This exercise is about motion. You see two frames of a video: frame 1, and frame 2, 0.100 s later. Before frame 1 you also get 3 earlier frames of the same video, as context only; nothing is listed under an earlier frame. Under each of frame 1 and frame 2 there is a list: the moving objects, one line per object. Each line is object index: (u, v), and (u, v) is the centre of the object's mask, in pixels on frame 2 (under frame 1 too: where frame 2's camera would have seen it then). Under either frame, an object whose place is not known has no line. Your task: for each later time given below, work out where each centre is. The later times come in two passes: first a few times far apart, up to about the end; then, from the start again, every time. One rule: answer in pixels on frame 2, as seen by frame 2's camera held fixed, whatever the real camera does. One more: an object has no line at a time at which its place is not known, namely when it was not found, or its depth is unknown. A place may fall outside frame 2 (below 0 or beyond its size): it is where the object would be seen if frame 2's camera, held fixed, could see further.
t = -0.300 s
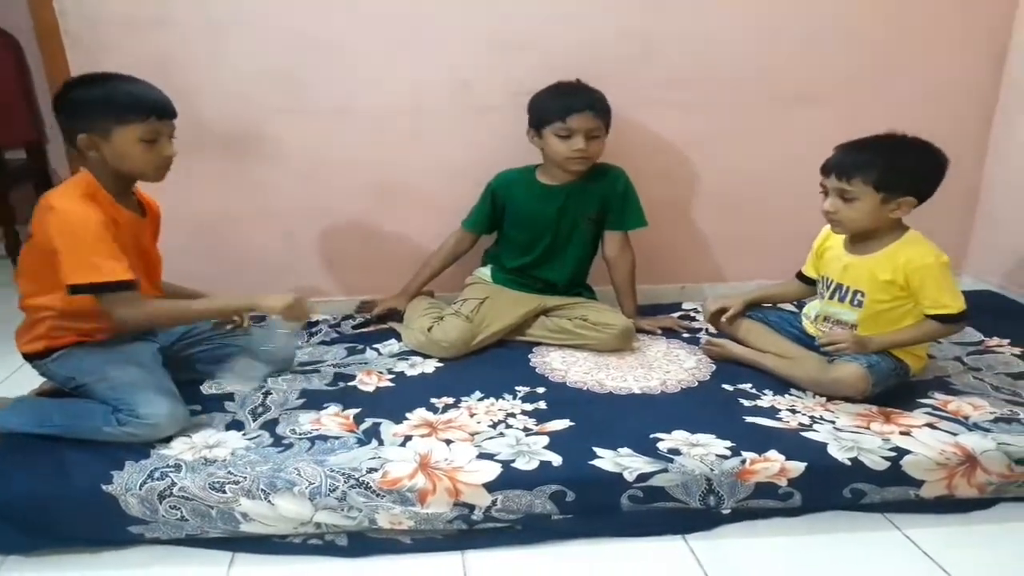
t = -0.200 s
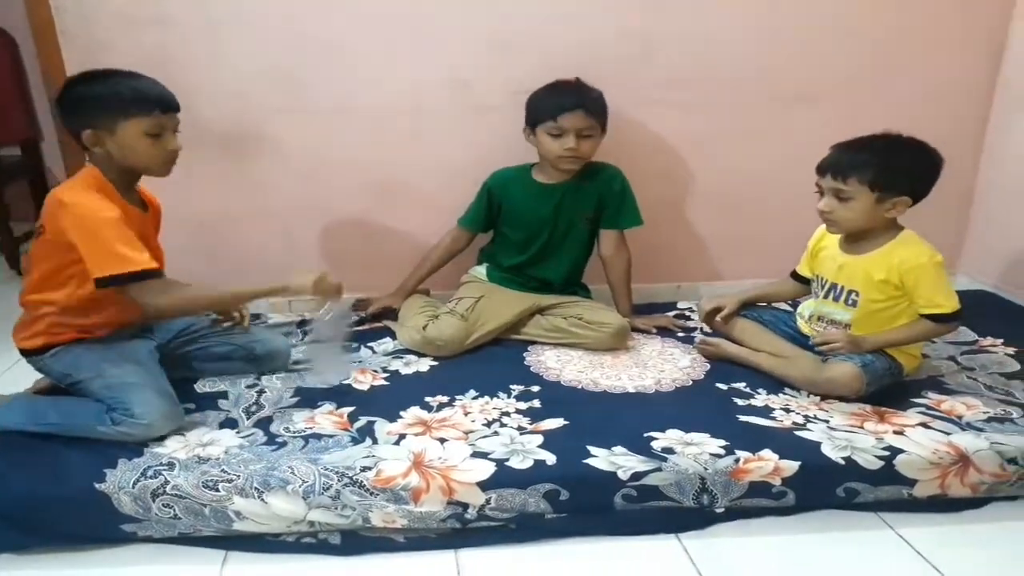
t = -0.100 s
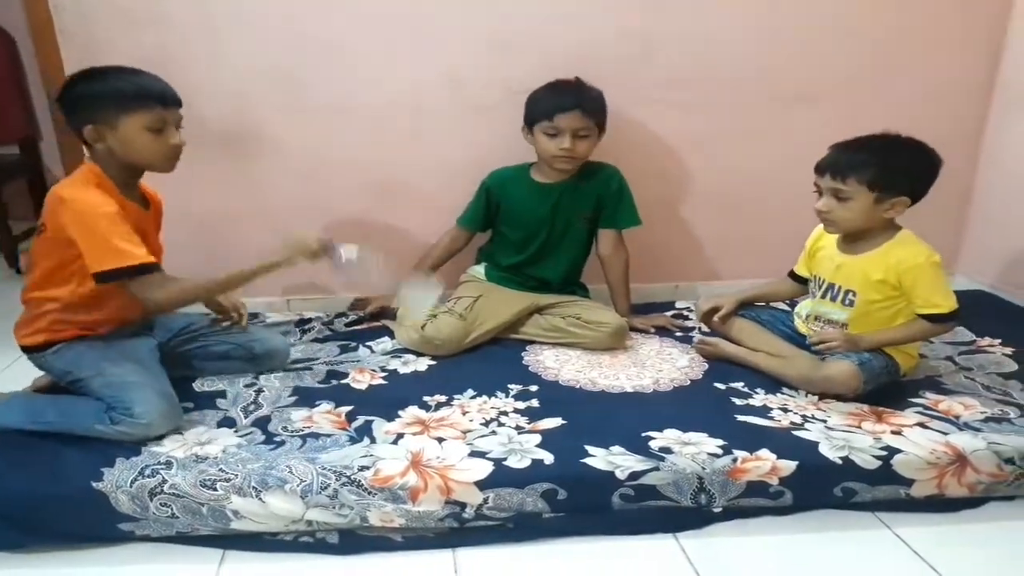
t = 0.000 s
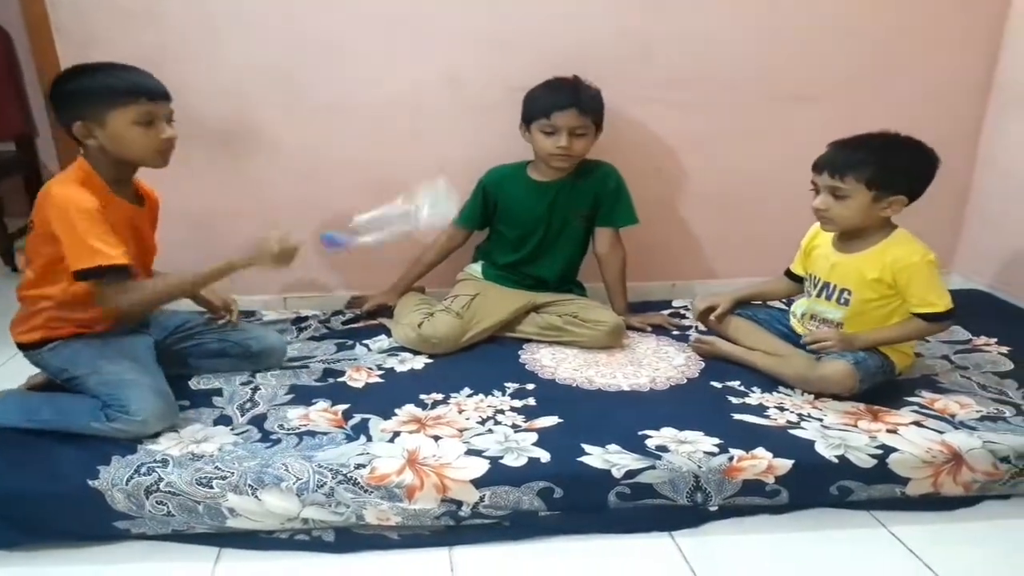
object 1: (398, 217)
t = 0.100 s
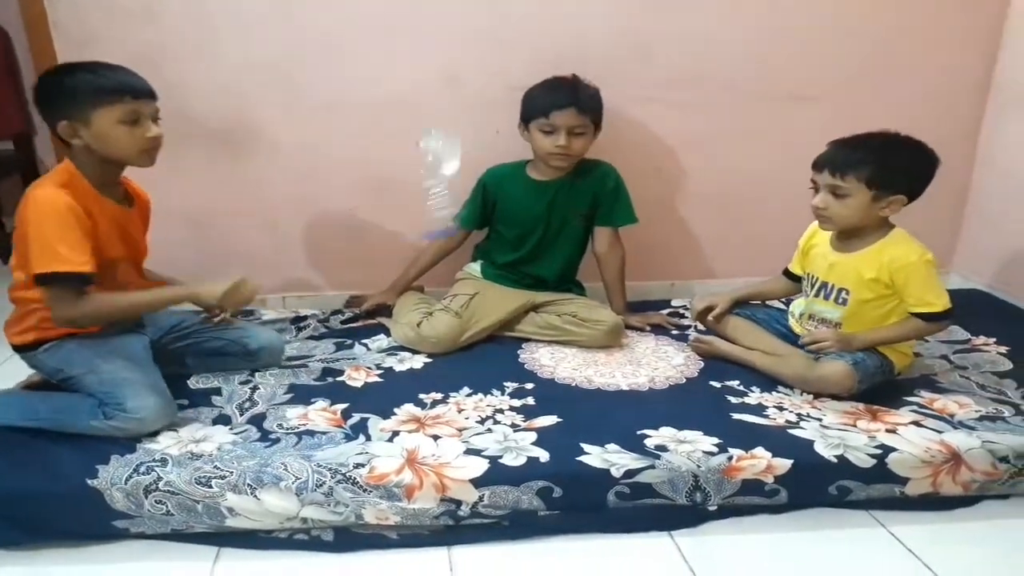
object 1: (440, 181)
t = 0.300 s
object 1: (499, 188)
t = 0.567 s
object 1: (514, 347)
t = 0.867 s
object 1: (512, 346)
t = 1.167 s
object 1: (514, 347)
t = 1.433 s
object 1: (513, 348)
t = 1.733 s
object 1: (513, 348)
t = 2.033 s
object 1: (513, 348)
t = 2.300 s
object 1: (514, 348)
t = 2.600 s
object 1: (514, 348)
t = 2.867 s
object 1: (513, 348)
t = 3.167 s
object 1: (513, 348)
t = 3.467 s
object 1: (514, 349)
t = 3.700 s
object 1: (514, 348)
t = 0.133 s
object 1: (459, 175)
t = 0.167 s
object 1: (470, 166)
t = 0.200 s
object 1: (483, 163)
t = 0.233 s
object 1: (489, 164)
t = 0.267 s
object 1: (496, 173)
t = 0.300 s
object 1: (499, 188)
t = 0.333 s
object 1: (502, 207)
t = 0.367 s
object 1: (506, 232)
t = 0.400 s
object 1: (508, 265)
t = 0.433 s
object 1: (511, 305)
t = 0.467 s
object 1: (512, 344)
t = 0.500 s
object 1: (514, 346)
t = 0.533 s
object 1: (513, 346)
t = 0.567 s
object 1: (514, 347)
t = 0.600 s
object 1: (515, 348)
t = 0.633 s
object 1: (516, 349)
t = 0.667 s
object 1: (517, 349)
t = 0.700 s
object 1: (517, 349)
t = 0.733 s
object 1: (517, 350)
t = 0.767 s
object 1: (516, 349)
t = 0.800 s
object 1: (516, 348)
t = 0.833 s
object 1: (514, 347)
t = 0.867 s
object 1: (512, 346)
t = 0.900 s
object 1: (512, 345)
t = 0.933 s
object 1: (512, 346)
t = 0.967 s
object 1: (514, 347)
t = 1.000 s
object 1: (515, 348)
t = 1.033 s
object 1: (515, 348)
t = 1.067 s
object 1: (515, 348)
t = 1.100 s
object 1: (515, 348)
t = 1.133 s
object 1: (514, 348)
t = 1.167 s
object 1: (514, 347)
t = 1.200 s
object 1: (513, 347)
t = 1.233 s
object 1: (513, 347)
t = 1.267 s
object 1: (513, 348)
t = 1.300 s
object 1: (513, 348)
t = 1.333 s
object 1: (514, 348)
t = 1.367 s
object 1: (514, 348)
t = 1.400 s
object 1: (514, 348)
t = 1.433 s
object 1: (513, 348)
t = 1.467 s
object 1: (513, 348)
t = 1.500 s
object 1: (513, 348)
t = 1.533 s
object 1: (514, 348)
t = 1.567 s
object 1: (514, 348)
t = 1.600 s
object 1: (514, 348)
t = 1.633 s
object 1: (514, 348)
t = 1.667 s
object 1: (514, 348)
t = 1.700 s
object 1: (513, 348)
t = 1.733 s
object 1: (513, 348)
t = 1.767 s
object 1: (514, 348)
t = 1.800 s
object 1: (514, 348)
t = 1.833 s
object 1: (514, 348)
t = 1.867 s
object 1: (514, 348)
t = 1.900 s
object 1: (514, 348)
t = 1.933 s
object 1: (514, 348)
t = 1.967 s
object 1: (514, 348)
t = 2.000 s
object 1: (513, 348)
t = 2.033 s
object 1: (513, 348)
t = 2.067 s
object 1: (513, 348)
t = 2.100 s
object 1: (514, 348)
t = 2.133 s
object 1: (514, 348)
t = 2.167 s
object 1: (514, 348)
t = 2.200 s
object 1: (514, 348)
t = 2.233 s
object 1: (514, 348)
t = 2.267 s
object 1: (514, 348)
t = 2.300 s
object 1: (514, 348)
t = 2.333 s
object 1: (514, 348)
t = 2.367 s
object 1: (514, 348)
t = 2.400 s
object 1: (514, 348)
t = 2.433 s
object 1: (514, 348)
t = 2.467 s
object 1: (514, 348)
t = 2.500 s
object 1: (514, 348)
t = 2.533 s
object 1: (513, 348)
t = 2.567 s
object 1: (514, 348)
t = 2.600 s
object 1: (514, 348)
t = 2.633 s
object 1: (514, 348)
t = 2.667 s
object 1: (514, 348)
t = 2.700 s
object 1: (514, 348)
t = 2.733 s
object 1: (514, 348)
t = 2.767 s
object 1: (514, 348)
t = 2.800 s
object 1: (513, 348)
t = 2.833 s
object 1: (513, 348)
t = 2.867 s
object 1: (513, 348)
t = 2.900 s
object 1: (513, 348)
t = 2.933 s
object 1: (513, 348)
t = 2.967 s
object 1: (513, 348)
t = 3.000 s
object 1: (514, 348)
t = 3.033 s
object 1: (514, 348)
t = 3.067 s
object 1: (513, 349)
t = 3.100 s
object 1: (514, 348)
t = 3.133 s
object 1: (514, 349)
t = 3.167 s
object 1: (513, 348)
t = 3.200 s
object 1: (514, 349)
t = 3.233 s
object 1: (514, 348)
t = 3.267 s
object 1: (514, 348)
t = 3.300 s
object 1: (514, 348)
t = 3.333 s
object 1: (514, 348)
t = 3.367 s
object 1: (514, 348)
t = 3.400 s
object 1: (514, 348)
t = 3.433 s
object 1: (514, 348)
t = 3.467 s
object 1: (514, 349)
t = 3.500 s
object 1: (514, 348)
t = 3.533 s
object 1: (514, 349)
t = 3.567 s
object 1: (513, 349)
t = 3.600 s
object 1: (514, 348)
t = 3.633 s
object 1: (513, 348)
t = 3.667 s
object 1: (514, 348)
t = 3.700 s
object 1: (514, 348)
